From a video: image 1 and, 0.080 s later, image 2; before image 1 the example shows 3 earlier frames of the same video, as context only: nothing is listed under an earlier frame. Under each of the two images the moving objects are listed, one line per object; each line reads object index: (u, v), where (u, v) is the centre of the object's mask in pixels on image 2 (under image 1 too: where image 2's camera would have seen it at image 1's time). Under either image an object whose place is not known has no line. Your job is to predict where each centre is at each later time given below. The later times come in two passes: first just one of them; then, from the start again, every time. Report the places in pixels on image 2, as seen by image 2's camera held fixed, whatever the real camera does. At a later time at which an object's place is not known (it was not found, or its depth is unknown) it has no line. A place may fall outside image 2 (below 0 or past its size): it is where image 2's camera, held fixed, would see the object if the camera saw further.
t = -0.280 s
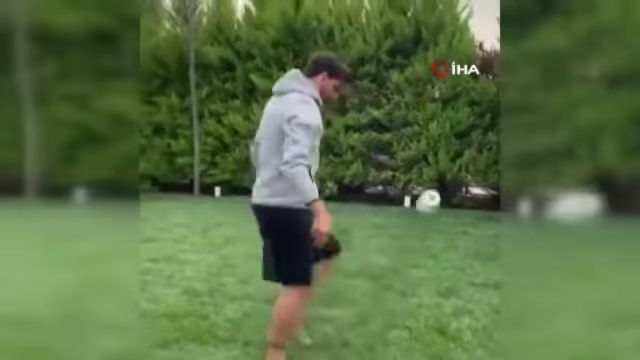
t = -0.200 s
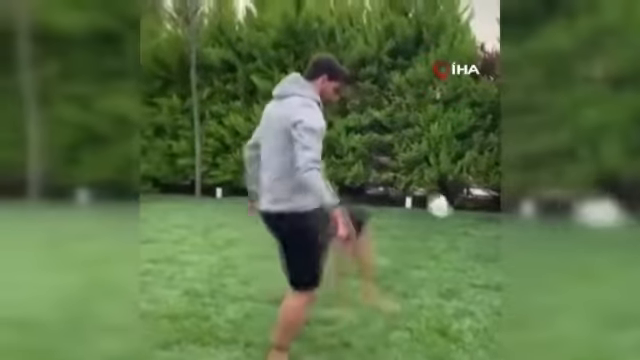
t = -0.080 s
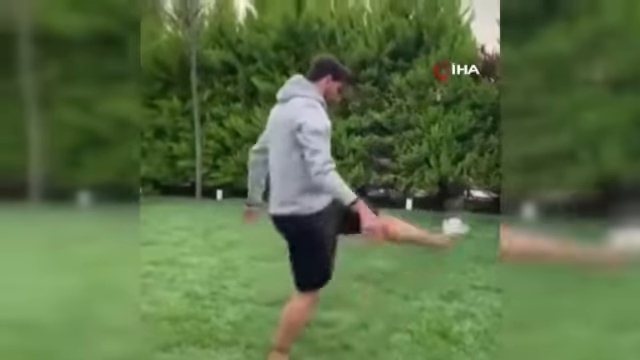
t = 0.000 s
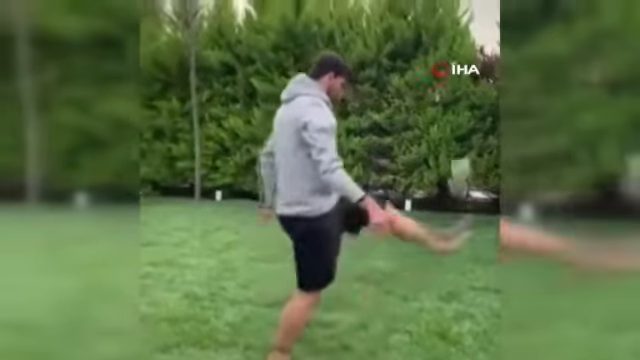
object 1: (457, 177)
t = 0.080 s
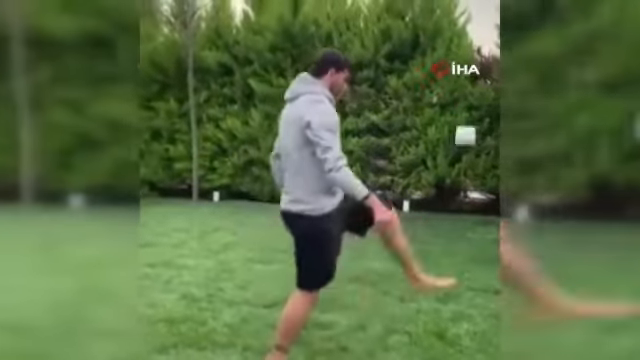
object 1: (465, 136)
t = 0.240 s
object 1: (480, 85)
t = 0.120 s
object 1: (469, 121)
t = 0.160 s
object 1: (472, 104)
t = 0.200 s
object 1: (476, 93)
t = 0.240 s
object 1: (480, 85)
